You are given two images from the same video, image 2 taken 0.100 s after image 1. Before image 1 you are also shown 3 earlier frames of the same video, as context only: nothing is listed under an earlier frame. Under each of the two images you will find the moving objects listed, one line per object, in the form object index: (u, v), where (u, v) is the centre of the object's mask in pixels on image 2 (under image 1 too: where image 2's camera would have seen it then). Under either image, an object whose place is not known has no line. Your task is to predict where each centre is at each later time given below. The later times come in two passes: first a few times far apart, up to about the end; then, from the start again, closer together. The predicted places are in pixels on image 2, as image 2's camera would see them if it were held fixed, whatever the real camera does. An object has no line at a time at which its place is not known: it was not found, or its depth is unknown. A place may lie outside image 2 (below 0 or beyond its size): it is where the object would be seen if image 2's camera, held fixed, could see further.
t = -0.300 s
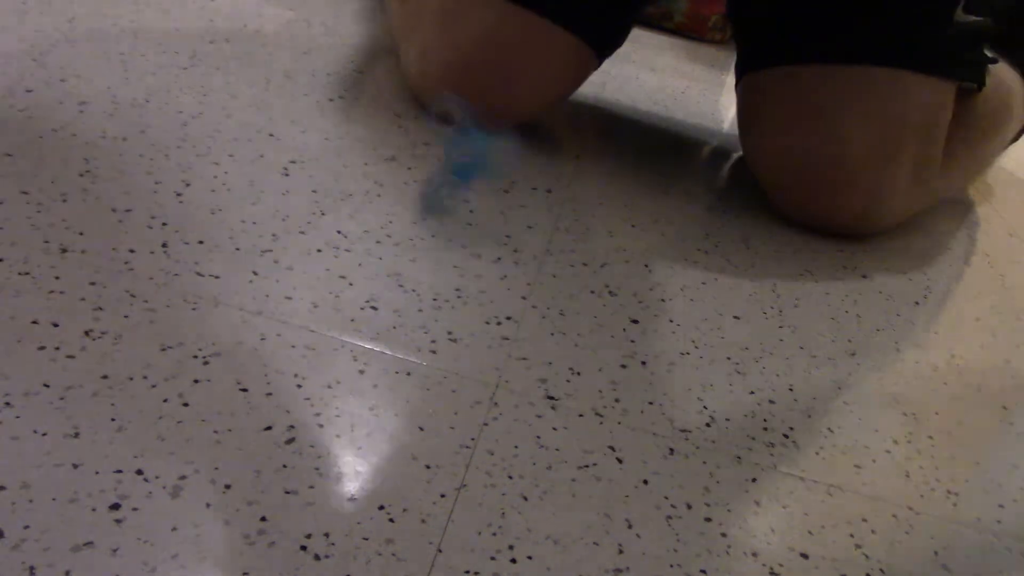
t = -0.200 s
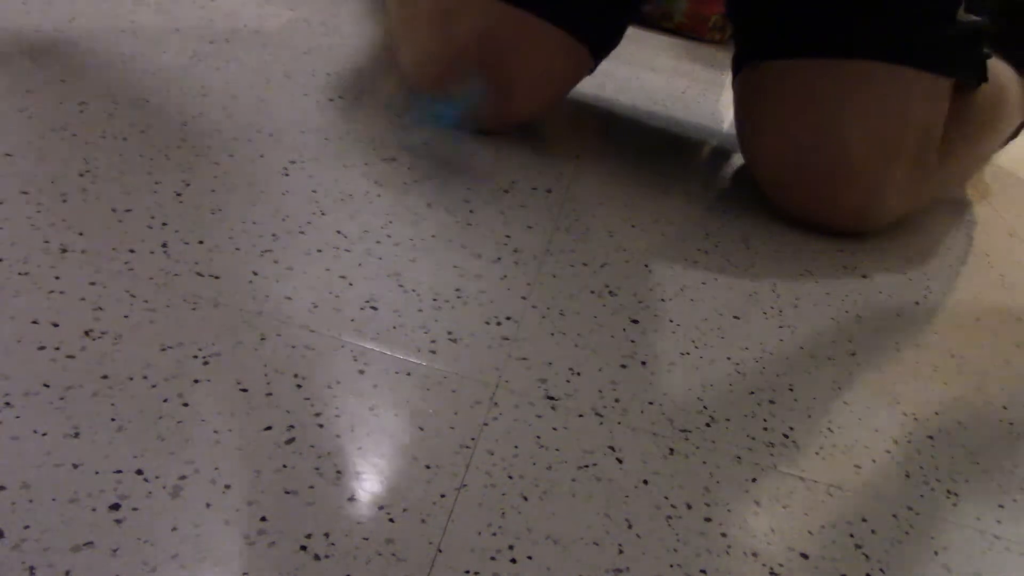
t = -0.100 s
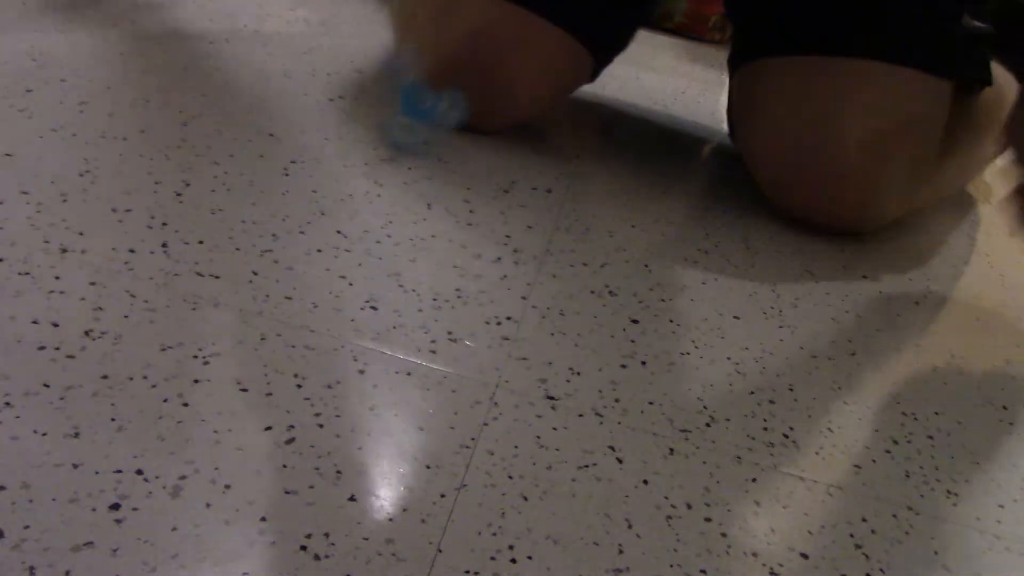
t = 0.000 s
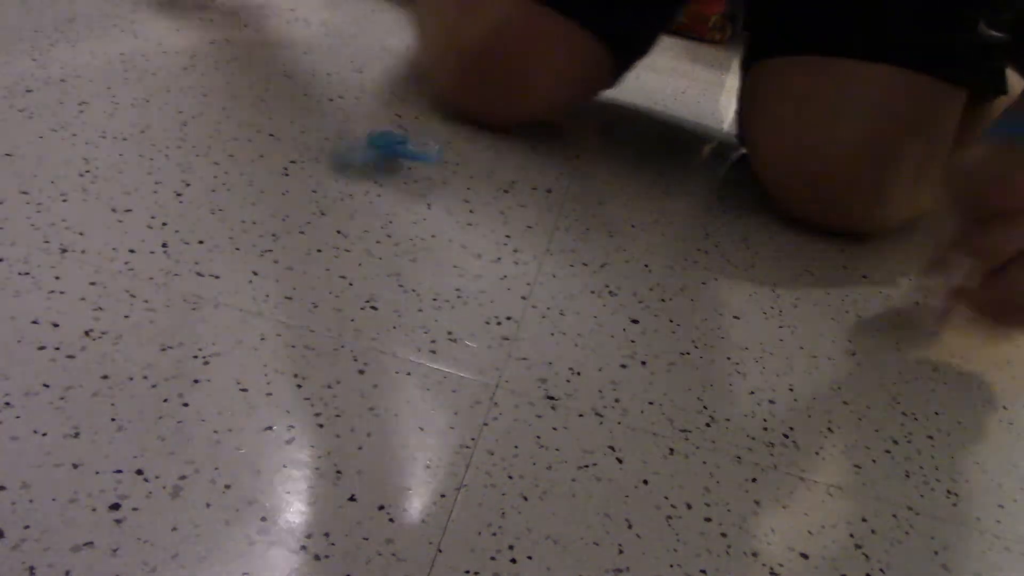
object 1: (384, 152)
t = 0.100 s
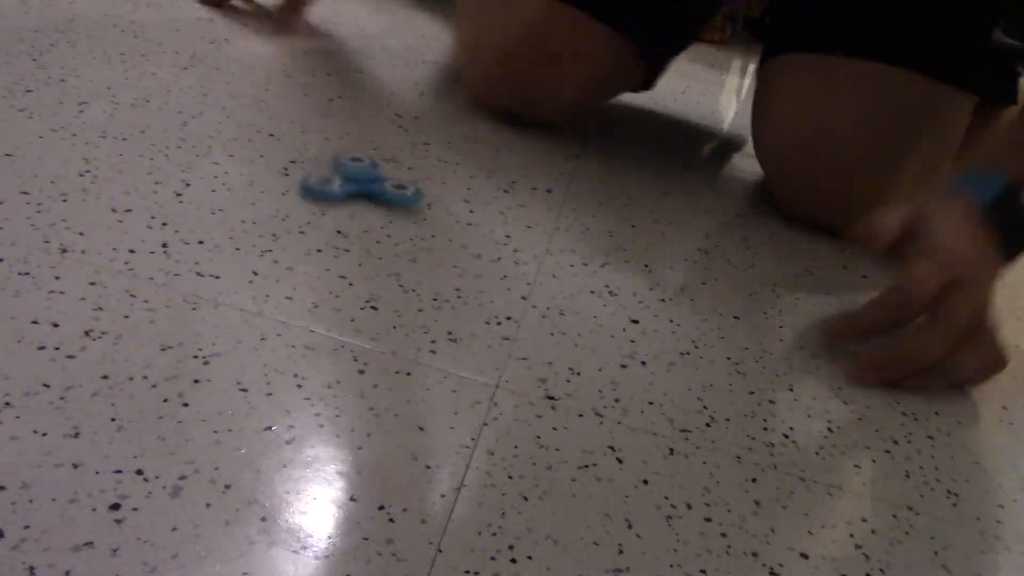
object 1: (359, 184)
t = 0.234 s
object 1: (343, 213)
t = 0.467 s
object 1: (343, 235)
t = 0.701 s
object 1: (342, 235)
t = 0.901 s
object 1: (341, 235)
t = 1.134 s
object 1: (341, 236)
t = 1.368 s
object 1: (342, 237)
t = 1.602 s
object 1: (344, 237)
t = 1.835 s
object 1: (343, 237)
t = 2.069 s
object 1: (343, 236)
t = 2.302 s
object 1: (342, 236)
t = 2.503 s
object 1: (342, 235)
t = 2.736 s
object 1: (342, 236)
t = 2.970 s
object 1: (341, 236)
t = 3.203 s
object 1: (341, 236)
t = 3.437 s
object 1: (341, 236)
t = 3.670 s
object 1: (342, 237)
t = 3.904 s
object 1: (342, 237)
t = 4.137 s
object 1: (343, 237)
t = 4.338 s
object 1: (343, 237)
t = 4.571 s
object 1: (344, 236)
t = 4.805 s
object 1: (343, 237)
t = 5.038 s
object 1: (344, 236)
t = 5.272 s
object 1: (344, 237)
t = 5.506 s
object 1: (343, 237)
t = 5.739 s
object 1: (343, 237)
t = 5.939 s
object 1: (343, 237)
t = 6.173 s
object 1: (343, 237)
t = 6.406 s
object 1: (343, 237)
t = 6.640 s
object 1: (343, 237)
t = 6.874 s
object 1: (343, 237)
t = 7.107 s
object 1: (343, 237)
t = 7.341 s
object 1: (343, 237)
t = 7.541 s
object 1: (343, 237)
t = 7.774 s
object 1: (343, 237)
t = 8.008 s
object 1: (343, 237)
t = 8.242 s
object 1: (343, 237)
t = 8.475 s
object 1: (343, 237)
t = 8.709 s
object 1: (343, 236)
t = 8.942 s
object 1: (343, 237)
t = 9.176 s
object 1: (343, 237)
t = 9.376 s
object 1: (343, 237)
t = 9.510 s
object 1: (343, 237)
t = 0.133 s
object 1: (354, 191)
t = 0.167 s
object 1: (350, 201)
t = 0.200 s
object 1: (346, 209)
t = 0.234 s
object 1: (343, 213)
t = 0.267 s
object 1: (341, 220)
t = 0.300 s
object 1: (338, 223)
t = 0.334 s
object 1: (336, 225)
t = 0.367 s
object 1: (338, 229)
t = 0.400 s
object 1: (341, 232)
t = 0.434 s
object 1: (343, 234)
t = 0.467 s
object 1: (343, 235)
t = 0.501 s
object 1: (343, 235)
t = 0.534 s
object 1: (343, 236)
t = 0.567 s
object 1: (343, 235)
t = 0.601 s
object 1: (343, 235)
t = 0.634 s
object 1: (342, 235)
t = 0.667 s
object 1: (342, 235)
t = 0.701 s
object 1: (342, 235)
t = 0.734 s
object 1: (342, 235)
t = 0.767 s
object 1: (342, 235)
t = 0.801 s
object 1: (341, 235)
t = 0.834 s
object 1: (341, 235)
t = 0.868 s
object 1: (341, 235)
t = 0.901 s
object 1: (341, 235)
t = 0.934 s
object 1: (341, 235)
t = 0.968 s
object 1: (341, 236)
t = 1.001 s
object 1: (341, 236)
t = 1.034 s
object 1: (341, 236)
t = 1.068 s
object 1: (341, 236)
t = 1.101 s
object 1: (341, 236)
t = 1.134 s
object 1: (341, 236)
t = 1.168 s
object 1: (341, 236)
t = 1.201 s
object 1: (341, 236)
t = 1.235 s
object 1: (341, 237)
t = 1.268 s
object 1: (341, 237)
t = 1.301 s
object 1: (342, 237)
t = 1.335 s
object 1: (342, 237)
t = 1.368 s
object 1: (342, 237)
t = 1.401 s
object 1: (342, 237)
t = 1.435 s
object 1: (342, 237)
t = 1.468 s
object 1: (342, 237)
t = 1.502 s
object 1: (343, 237)
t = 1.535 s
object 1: (343, 237)
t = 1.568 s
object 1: (344, 237)
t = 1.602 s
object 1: (344, 237)
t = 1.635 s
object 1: (344, 237)
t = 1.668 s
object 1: (343, 237)
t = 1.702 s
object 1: (344, 237)
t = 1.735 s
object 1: (343, 237)
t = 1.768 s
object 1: (343, 237)
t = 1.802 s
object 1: (343, 237)
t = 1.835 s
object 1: (343, 237)
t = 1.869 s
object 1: (343, 236)
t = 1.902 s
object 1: (343, 236)
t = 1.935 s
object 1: (343, 236)
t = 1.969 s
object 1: (343, 236)
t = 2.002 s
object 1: (343, 236)
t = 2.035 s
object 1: (343, 236)
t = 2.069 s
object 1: (343, 236)
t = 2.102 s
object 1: (343, 236)
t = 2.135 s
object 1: (343, 236)
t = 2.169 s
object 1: (343, 236)
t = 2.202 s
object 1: (343, 236)
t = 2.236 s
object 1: (343, 235)
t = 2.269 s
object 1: (343, 236)
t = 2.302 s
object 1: (342, 236)
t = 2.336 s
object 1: (342, 236)
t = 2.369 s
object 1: (342, 235)
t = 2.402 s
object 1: (342, 235)
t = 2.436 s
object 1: (342, 235)
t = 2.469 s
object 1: (342, 235)
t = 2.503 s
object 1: (342, 235)
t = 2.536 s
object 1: (342, 235)
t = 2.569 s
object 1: (342, 235)
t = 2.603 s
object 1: (342, 235)
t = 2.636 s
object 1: (342, 235)
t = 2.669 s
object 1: (342, 235)
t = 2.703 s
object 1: (341, 235)
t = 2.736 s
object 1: (342, 236)
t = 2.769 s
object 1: (342, 235)
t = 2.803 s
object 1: (341, 236)
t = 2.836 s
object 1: (341, 236)
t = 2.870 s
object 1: (341, 236)
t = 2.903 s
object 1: (341, 236)
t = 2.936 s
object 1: (341, 236)
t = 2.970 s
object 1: (341, 236)
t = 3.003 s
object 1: (341, 236)
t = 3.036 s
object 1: (341, 236)
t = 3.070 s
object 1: (341, 236)
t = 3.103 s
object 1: (341, 236)
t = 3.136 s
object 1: (341, 236)
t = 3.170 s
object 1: (341, 236)
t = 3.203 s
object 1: (341, 236)
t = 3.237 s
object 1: (341, 236)
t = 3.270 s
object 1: (341, 236)
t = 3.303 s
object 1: (341, 236)
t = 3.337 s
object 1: (341, 236)
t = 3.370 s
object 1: (341, 236)
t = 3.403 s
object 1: (341, 236)
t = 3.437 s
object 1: (341, 236)
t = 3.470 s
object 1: (342, 236)
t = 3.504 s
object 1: (341, 236)
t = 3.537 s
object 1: (342, 236)
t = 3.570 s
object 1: (342, 236)
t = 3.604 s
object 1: (342, 236)
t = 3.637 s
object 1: (342, 236)
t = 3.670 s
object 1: (342, 237)
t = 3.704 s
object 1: (342, 237)
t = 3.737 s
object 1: (342, 237)
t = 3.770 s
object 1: (342, 237)
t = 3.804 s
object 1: (342, 237)
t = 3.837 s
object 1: (342, 237)
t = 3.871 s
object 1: (342, 237)
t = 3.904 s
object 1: (342, 237)
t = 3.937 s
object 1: (342, 237)
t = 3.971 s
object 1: (342, 237)
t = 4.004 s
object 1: (343, 237)
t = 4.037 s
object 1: (343, 237)
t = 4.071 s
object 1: (343, 237)
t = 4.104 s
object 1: (343, 237)
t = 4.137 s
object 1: (343, 237)
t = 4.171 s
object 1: (343, 237)
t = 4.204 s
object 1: (343, 237)
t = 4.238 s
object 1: (343, 237)
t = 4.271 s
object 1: (343, 237)
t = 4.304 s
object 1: (343, 237)
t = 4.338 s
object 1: (343, 237)
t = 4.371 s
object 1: (343, 237)
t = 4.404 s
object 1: (343, 236)
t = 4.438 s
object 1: (343, 237)
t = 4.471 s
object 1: (343, 237)
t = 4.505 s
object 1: (344, 237)
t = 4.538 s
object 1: (344, 237)
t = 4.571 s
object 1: (344, 236)
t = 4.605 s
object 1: (344, 237)
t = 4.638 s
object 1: (344, 237)
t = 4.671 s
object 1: (344, 237)
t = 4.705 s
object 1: (343, 237)
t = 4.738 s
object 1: (343, 237)
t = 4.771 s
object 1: (344, 237)
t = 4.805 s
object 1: (343, 237)
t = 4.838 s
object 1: (344, 237)
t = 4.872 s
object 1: (344, 237)
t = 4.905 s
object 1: (344, 237)
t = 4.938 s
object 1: (343, 237)
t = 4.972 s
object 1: (343, 237)
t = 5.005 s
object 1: (343, 237)
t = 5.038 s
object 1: (344, 236)
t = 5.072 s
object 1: (343, 236)
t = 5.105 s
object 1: (343, 237)
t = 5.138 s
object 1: (344, 237)
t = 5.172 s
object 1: (344, 237)
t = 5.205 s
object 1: (344, 237)
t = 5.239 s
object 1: (344, 237)
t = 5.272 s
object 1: (344, 237)
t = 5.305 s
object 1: (344, 237)
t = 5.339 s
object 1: (344, 237)
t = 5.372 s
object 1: (344, 237)
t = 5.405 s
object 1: (344, 237)
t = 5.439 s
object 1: (344, 237)
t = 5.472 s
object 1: (344, 237)
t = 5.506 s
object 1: (343, 237)
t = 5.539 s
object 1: (343, 237)
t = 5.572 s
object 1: (343, 237)
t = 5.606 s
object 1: (344, 237)
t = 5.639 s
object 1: (343, 237)
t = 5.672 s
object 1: (343, 237)
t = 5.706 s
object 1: (343, 237)
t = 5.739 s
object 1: (343, 237)
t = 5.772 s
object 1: (343, 237)
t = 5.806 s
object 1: (343, 237)
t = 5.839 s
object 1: (343, 237)
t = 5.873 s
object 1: (343, 237)
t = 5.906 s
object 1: (343, 237)
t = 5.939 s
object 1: (343, 237)
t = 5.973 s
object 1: (343, 237)
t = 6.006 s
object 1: (343, 237)
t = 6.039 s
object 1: (343, 237)
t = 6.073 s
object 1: (343, 237)
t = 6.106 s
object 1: (343, 237)
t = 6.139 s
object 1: (343, 237)
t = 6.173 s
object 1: (343, 237)
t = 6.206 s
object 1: (343, 237)
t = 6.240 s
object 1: (343, 237)
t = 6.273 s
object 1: (343, 237)
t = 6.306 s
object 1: (343, 237)
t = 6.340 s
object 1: (343, 237)
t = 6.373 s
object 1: (343, 237)
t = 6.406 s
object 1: (343, 237)
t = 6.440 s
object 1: (343, 237)
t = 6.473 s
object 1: (343, 237)
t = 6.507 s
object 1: (343, 237)
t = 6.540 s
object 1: (343, 237)
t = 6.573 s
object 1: (343, 237)
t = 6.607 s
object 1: (343, 237)
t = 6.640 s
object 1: (343, 237)
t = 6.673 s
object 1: (343, 237)
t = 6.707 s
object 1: (343, 237)
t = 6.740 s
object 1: (343, 237)
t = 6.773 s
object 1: (343, 237)
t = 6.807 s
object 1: (343, 237)
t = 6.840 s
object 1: (343, 237)
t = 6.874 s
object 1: (343, 237)
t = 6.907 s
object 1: (343, 237)
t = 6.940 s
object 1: (343, 237)
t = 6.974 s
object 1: (343, 237)
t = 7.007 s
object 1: (343, 237)
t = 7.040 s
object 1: (343, 237)
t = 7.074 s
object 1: (343, 237)
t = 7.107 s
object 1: (343, 237)
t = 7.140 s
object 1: (343, 237)
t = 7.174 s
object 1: (343, 237)
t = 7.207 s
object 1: (343, 237)
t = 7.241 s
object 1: (343, 237)
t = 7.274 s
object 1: (343, 237)
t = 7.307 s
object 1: (343, 237)
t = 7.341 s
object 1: (343, 237)
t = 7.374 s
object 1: (343, 237)
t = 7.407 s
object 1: (343, 237)
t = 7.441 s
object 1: (343, 237)
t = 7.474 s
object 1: (343, 237)
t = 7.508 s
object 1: (343, 237)
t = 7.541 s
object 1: (343, 237)
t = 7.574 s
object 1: (343, 237)
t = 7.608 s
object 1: (343, 237)
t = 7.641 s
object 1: (343, 237)
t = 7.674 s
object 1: (343, 237)
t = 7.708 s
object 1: (343, 237)
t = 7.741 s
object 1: (343, 237)
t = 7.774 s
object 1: (343, 237)
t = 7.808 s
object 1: (343, 237)
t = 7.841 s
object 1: (343, 237)
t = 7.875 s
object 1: (343, 237)
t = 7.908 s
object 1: (343, 237)
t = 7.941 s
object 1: (343, 237)
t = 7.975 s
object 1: (343, 237)
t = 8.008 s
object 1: (343, 237)
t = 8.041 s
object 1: (343, 237)
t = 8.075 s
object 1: (343, 237)
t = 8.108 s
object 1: (343, 237)
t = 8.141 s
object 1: (343, 237)
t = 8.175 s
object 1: (343, 237)
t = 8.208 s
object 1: (343, 237)
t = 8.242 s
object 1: (343, 237)
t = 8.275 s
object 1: (343, 237)
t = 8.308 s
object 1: (343, 237)
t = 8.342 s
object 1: (343, 237)
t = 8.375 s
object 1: (343, 237)
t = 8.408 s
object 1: (343, 237)
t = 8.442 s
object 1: (343, 237)
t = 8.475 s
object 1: (343, 237)
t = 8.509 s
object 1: (343, 236)
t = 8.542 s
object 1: (343, 237)
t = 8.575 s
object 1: (343, 237)
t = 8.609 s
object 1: (343, 236)
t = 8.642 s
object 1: (343, 237)
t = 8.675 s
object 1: (343, 237)
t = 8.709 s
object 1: (343, 236)
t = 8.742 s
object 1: (343, 237)
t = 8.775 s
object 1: (343, 237)
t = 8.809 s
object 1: (343, 236)
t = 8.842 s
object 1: (343, 237)
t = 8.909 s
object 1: (343, 236)
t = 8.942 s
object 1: (343, 237)
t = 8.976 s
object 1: (343, 236)
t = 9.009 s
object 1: (343, 236)
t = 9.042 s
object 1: (343, 237)
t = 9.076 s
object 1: (343, 236)
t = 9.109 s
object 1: (343, 237)
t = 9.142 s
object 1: (343, 237)
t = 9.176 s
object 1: (343, 237)
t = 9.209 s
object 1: (343, 236)
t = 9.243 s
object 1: (343, 236)
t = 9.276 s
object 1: (343, 237)
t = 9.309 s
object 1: (343, 237)
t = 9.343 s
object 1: (343, 237)
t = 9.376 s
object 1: (343, 237)
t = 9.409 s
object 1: (343, 237)
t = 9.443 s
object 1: (343, 237)
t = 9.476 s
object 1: (343, 237)
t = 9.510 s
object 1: (343, 237)
